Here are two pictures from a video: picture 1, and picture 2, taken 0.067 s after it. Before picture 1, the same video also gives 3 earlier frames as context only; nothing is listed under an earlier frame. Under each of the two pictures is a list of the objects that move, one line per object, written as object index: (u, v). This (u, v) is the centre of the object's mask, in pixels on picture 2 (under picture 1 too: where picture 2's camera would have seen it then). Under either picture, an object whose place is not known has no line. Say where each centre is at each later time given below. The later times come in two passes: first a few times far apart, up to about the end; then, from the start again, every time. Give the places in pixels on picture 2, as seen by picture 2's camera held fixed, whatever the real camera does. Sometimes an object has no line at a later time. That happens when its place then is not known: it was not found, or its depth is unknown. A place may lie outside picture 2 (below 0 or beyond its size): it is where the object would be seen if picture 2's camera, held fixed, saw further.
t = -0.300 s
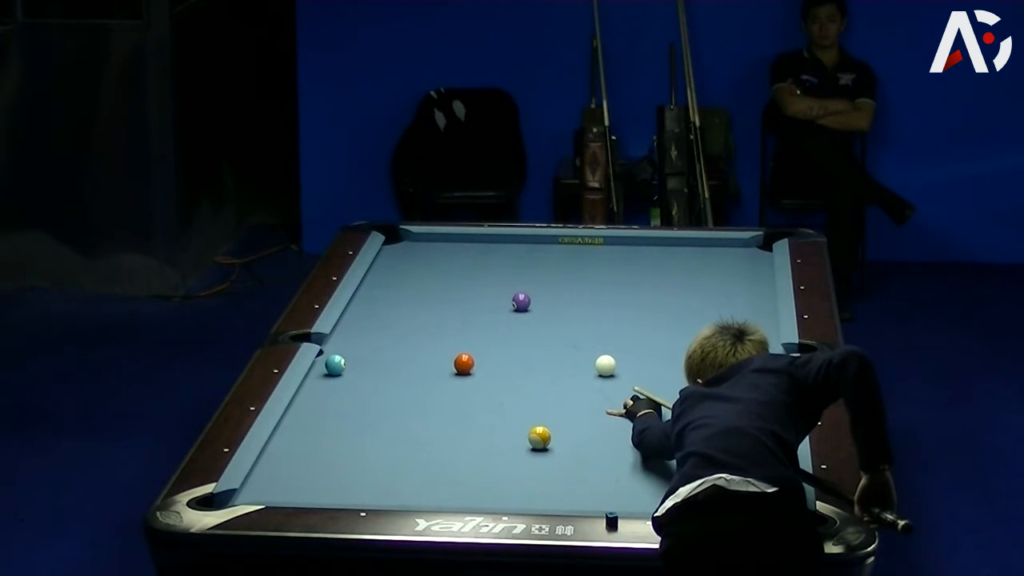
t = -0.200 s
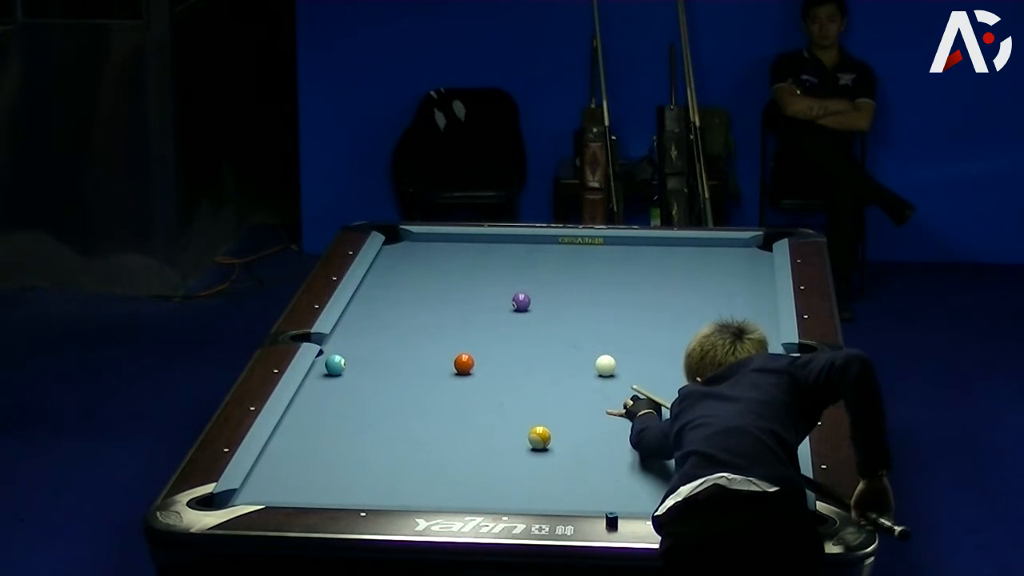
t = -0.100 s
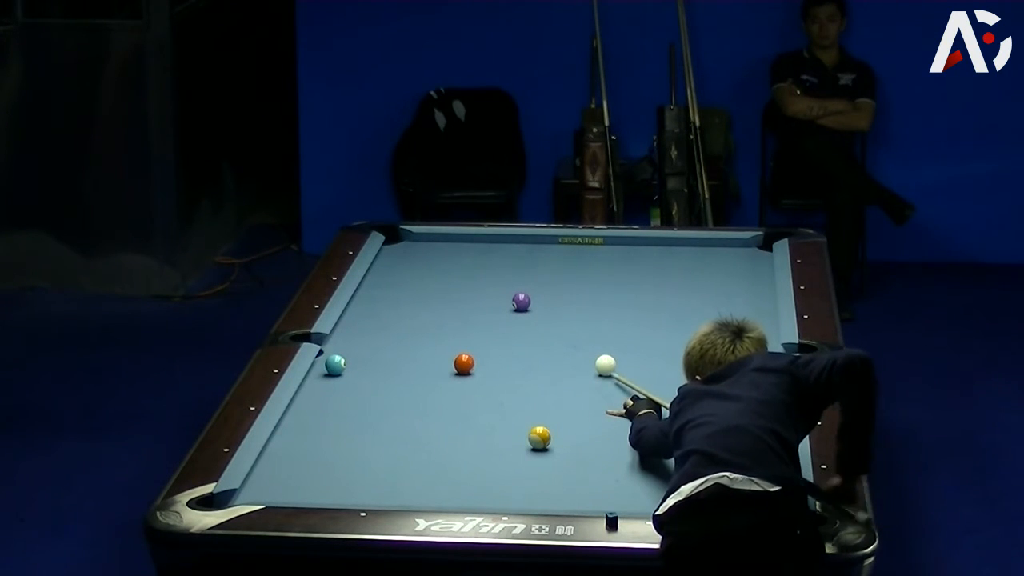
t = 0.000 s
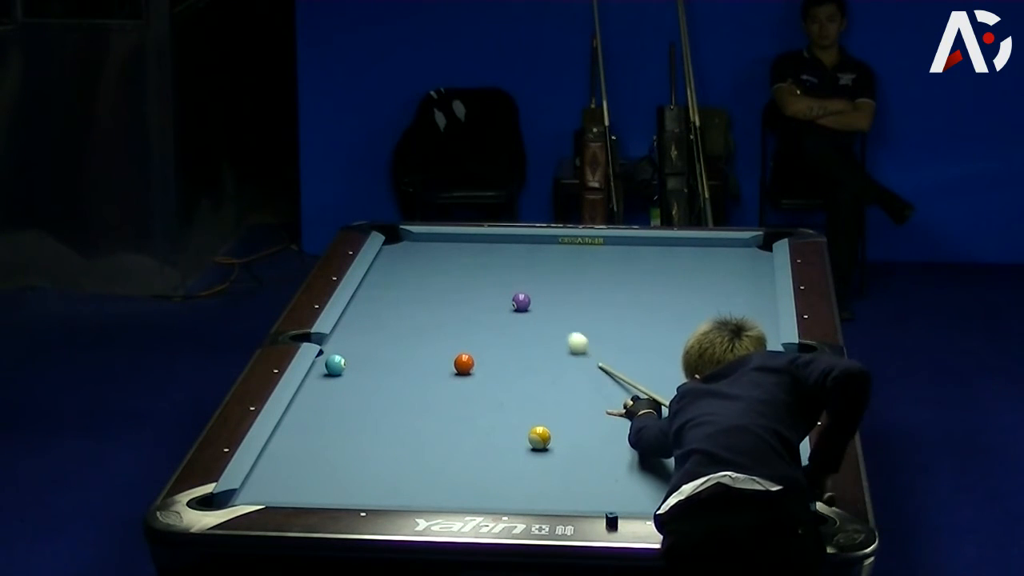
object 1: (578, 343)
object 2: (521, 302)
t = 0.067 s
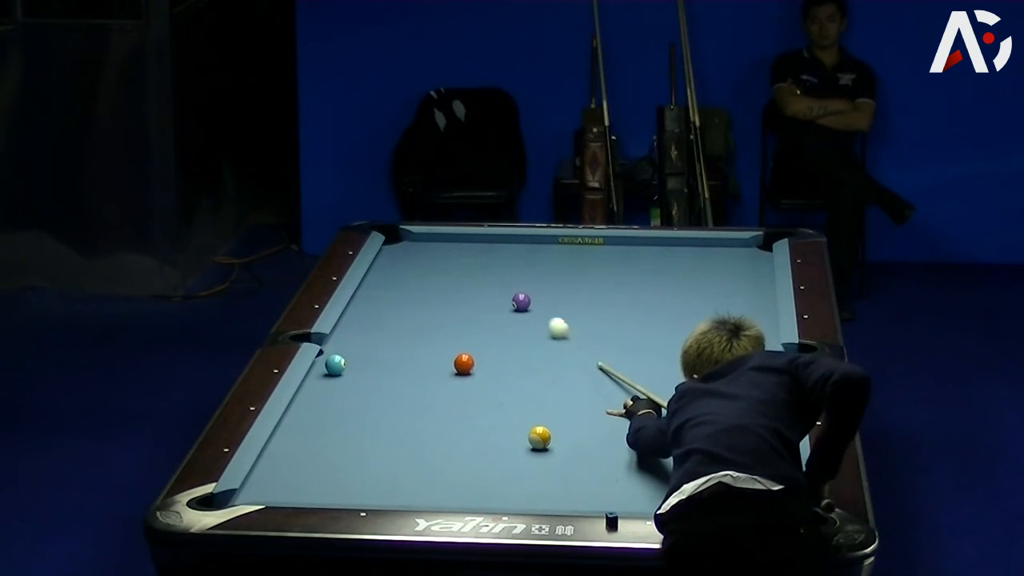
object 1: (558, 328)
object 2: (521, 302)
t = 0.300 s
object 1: (538, 305)
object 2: (488, 285)
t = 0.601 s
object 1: (555, 304)
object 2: (427, 253)
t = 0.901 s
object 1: (569, 303)
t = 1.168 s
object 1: (580, 303)
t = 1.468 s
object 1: (589, 302)
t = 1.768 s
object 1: (597, 301)
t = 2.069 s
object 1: (603, 301)
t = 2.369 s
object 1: (606, 301)
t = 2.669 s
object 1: (608, 300)
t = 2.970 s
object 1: (607, 300)
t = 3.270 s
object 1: (607, 300)
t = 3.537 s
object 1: (607, 300)
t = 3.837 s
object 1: (607, 300)
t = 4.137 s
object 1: (607, 300)
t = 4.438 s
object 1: (607, 300)
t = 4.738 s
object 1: (607, 300)
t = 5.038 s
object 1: (607, 300)
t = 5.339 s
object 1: (607, 300)
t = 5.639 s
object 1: (607, 300)
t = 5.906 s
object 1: (607, 300)
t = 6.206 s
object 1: (607, 300)
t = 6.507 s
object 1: (607, 300)
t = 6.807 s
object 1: (607, 300)
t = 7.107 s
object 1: (607, 300)
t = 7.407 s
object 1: (607, 300)
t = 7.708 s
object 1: (607, 300)
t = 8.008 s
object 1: (607, 300)
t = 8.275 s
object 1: (607, 300)
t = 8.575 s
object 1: (607, 300)
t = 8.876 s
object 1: (607, 300)
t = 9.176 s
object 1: (607, 300)
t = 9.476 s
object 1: (607, 300)
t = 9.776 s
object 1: (607, 300)
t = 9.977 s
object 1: (607, 300)
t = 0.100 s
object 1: (550, 321)
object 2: (521, 302)
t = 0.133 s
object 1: (542, 314)
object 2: (521, 302)
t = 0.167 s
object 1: (534, 308)
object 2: (519, 301)
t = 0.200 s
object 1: (532, 306)
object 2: (515, 299)
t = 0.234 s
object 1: (534, 305)
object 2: (506, 294)
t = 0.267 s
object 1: (536, 305)
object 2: (497, 290)
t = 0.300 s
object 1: (538, 305)
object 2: (488, 285)
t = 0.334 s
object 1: (540, 305)
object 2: (480, 281)
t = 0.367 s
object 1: (542, 305)
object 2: (472, 278)
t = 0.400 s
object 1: (544, 305)
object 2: (466, 274)
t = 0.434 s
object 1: (546, 305)
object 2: (458, 270)
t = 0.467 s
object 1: (548, 304)
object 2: (452, 267)
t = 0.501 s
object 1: (550, 304)
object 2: (446, 264)
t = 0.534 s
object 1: (551, 304)
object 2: (439, 261)
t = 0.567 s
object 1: (553, 304)
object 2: (433, 257)
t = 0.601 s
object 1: (555, 304)
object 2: (427, 253)
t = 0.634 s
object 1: (557, 304)
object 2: (421, 250)
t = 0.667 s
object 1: (558, 304)
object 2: (415, 247)
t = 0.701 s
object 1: (560, 304)
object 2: (409, 243)
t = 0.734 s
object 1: (561, 304)
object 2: (404, 240)
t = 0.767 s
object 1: (563, 304)
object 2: (399, 237)
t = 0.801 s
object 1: (564, 304)
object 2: (393, 235)
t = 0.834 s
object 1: (566, 303)
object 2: (388, 234)
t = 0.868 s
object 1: (568, 304)
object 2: (385, 236)
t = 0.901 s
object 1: (569, 303)
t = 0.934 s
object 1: (570, 303)
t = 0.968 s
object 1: (572, 303)
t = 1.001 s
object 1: (573, 303)
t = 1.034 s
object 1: (574, 303)
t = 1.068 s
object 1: (576, 303)
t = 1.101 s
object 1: (577, 303)
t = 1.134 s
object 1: (578, 303)
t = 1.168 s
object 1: (580, 303)
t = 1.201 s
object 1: (581, 303)
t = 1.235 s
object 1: (582, 303)
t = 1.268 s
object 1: (583, 302)
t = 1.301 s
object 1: (584, 302)
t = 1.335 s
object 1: (585, 302)
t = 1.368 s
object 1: (586, 302)
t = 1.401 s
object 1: (587, 302)
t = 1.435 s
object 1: (588, 302)
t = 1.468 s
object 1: (589, 302)
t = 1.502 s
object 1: (590, 302)
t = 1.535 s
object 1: (591, 302)
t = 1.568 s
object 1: (592, 302)
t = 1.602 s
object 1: (593, 302)
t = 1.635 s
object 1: (594, 302)
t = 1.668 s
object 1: (595, 301)
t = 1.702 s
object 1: (596, 301)
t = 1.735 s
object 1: (596, 301)
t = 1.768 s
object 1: (597, 301)
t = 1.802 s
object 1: (598, 301)
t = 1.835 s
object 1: (599, 301)
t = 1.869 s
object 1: (599, 301)
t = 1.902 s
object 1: (600, 301)
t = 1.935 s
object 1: (600, 301)
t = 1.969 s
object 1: (601, 301)
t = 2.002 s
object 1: (602, 301)
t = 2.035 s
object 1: (602, 301)
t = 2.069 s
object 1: (603, 301)
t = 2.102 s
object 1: (603, 301)
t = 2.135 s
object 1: (604, 301)
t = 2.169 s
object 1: (604, 301)
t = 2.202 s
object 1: (605, 301)
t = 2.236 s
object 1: (605, 301)
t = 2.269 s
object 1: (605, 301)
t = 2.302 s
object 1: (606, 301)
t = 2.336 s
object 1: (606, 301)
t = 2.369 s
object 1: (606, 301)
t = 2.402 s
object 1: (606, 301)
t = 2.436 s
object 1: (607, 301)
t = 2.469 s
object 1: (607, 300)
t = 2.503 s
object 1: (607, 300)
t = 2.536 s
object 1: (607, 300)
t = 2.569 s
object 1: (607, 300)
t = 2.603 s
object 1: (608, 300)
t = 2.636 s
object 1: (608, 300)
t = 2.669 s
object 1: (608, 300)
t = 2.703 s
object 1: (608, 300)
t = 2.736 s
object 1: (608, 300)
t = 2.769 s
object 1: (608, 300)
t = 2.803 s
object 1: (607, 300)
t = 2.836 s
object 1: (607, 300)
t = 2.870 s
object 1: (607, 300)
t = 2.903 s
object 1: (607, 300)
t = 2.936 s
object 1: (607, 300)
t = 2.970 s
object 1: (607, 300)
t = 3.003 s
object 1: (607, 300)
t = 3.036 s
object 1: (607, 300)
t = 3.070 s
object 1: (607, 300)
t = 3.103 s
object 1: (607, 300)
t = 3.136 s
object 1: (607, 300)
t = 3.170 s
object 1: (607, 300)
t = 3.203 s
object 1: (607, 300)
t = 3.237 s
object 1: (607, 300)
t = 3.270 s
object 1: (607, 300)
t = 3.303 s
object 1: (607, 300)
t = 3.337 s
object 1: (607, 300)
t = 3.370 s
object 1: (607, 300)
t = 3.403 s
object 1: (607, 300)
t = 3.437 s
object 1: (607, 300)
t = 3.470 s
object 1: (607, 300)
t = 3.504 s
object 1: (607, 300)
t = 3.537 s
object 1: (607, 300)
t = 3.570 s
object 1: (607, 300)
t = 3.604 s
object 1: (607, 300)
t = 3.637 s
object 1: (607, 300)
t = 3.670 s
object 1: (607, 300)
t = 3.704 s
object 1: (607, 300)
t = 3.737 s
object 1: (607, 300)
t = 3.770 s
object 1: (607, 300)
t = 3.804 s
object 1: (607, 300)
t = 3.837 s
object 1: (607, 300)
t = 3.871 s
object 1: (607, 300)
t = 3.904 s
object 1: (607, 300)
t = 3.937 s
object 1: (607, 300)
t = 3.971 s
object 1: (607, 300)
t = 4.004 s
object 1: (607, 300)
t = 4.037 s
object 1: (607, 300)
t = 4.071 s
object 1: (607, 300)
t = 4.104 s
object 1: (607, 300)
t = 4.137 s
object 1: (607, 300)
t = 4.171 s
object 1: (607, 300)
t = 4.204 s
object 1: (607, 300)
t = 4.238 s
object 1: (607, 300)
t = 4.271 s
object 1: (607, 300)
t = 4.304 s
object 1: (607, 300)
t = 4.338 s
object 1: (607, 300)
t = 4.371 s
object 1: (607, 300)
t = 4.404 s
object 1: (607, 300)
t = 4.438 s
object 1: (607, 300)
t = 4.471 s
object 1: (607, 300)
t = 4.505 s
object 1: (607, 300)
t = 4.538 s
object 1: (607, 300)
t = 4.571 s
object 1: (607, 300)
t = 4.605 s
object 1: (607, 300)
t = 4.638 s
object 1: (607, 300)
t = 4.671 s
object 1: (607, 300)
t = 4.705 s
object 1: (607, 300)
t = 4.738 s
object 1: (607, 300)
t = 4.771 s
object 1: (607, 300)
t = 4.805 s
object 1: (607, 300)
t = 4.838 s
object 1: (607, 300)
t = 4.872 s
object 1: (607, 300)
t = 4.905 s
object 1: (607, 300)
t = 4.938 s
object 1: (607, 300)
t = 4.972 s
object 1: (607, 300)
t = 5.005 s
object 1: (607, 300)
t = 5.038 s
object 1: (607, 300)
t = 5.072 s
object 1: (607, 300)
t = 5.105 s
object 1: (607, 300)
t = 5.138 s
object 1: (607, 300)
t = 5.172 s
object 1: (607, 300)
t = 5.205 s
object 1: (607, 300)
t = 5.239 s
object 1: (607, 300)
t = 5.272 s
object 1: (607, 300)
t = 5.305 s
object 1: (607, 300)
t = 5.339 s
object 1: (607, 300)
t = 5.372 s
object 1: (607, 300)
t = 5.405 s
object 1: (607, 300)
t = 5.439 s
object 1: (607, 300)
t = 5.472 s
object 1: (607, 300)
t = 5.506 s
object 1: (607, 300)
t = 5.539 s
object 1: (607, 300)
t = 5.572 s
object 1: (607, 300)
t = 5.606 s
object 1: (607, 300)
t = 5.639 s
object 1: (607, 300)
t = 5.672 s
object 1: (607, 300)
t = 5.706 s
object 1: (607, 300)
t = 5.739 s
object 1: (607, 300)
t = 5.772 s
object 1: (607, 300)
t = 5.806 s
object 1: (607, 300)
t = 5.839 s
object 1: (607, 300)
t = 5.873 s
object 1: (607, 300)
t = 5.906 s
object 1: (607, 300)
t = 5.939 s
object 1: (607, 300)
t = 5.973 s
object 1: (607, 300)
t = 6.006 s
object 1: (607, 300)
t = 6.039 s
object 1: (607, 300)
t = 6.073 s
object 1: (607, 300)
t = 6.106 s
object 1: (607, 300)
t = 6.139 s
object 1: (607, 300)
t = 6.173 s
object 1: (607, 300)
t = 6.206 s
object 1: (607, 300)
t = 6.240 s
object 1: (607, 300)
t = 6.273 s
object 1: (607, 300)
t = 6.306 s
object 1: (607, 300)
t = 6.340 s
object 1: (607, 300)
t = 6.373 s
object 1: (607, 300)
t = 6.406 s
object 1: (607, 300)
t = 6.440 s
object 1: (607, 300)
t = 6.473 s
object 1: (607, 300)
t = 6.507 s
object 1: (607, 300)
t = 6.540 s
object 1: (607, 300)
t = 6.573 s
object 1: (607, 300)
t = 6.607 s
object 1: (607, 300)
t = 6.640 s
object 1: (607, 300)
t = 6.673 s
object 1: (607, 300)
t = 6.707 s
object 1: (607, 300)
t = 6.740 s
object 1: (607, 300)
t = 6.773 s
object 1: (607, 300)
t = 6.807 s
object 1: (607, 300)
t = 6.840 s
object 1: (607, 300)
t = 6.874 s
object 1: (607, 300)
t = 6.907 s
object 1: (607, 300)
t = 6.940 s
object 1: (607, 300)
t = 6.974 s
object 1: (607, 300)
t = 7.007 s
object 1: (607, 300)
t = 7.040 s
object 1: (607, 300)
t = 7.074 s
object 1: (607, 300)
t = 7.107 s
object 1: (607, 300)
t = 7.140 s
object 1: (607, 300)
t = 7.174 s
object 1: (607, 300)
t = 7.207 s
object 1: (607, 300)
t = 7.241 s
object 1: (607, 300)
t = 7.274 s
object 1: (607, 300)
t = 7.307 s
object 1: (607, 300)
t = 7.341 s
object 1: (607, 300)
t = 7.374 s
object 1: (607, 300)
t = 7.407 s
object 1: (607, 300)
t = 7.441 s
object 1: (607, 300)
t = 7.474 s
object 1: (607, 300)
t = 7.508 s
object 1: (607, 300)
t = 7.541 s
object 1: (607, 300)
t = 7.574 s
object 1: (607, 300)
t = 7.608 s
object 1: (607, 300)
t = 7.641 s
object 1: (607, 300)
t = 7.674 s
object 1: (607, 300)
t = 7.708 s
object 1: (607, 300)
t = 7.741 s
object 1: (607, 300)
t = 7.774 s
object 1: (607, 300)
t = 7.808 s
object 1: (607, 300)
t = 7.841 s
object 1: (607, 300)
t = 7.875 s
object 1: (607, 300)
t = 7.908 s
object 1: (607, 300)
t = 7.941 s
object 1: (607, 300)
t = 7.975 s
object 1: (607, 300)
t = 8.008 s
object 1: (607, 300)
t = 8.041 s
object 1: (607, 300)
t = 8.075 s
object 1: (607, 300)
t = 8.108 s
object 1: (607, 300)
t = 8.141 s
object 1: (607, 300)
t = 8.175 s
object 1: (607, 300)
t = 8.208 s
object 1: (607, 300)
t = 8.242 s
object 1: (607, 300)
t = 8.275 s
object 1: (607, 300)
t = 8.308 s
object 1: (607, 300)
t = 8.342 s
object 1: (607, 300)
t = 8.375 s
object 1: (607, 300)
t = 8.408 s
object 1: (607, 300)
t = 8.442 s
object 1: (607, 300)
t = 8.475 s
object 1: (607, 300)
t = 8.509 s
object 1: (607, 300)
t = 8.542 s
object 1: (607, 300)
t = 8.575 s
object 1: (607, 300)
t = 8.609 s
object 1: (607, 300)
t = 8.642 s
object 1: (607, 300)
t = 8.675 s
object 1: (607, 300)
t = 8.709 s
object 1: (607, 300)
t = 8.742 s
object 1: (607, 300)
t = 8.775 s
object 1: (607, 300)
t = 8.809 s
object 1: (607, 300)
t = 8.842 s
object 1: (607, 300)
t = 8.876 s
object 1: (607, 300)
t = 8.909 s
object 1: (607, 300)
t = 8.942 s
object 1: (607, 300)
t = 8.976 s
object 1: (607, 300)
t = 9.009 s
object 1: (607, 300)
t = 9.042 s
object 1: (607, 300)
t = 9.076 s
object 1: (607, 300)
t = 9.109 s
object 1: (607, 300)
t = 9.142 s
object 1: (607, 300)
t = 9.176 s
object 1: (607, 300)
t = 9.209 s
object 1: (607, 300)
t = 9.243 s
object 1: (607, 300)
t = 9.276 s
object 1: (607, 300)
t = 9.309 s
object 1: (607, 300)
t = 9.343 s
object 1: (607, 300)
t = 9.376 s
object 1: (607, 300)
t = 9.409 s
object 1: (607, 300)
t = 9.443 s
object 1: (607, 300)
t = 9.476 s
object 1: (607, 300)
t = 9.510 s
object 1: (607, 300)
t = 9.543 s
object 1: (607, 300)
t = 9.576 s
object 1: (607, 300)
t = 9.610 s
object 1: (607, 300)
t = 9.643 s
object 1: (607, 300)
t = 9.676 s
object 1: (607, 300)
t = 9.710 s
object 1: (607, 300)
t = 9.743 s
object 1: (607, 300)
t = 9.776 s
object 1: (607, 300)
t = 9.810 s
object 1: (607, 300)
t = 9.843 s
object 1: (607, 300)
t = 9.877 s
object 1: (607, 300)
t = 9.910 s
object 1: (607, 300)
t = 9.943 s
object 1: (607, 300)
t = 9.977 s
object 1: (607, 300)
